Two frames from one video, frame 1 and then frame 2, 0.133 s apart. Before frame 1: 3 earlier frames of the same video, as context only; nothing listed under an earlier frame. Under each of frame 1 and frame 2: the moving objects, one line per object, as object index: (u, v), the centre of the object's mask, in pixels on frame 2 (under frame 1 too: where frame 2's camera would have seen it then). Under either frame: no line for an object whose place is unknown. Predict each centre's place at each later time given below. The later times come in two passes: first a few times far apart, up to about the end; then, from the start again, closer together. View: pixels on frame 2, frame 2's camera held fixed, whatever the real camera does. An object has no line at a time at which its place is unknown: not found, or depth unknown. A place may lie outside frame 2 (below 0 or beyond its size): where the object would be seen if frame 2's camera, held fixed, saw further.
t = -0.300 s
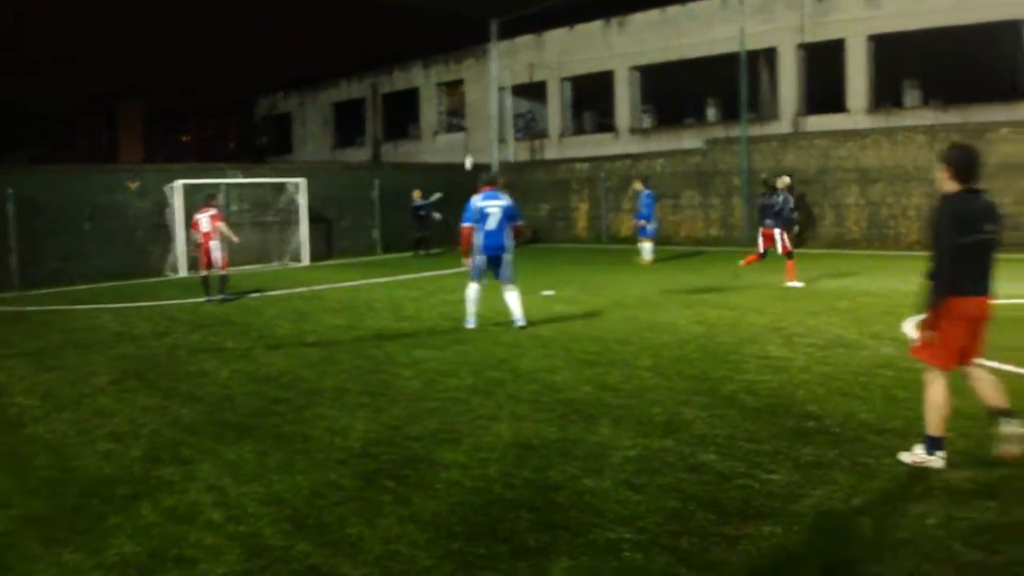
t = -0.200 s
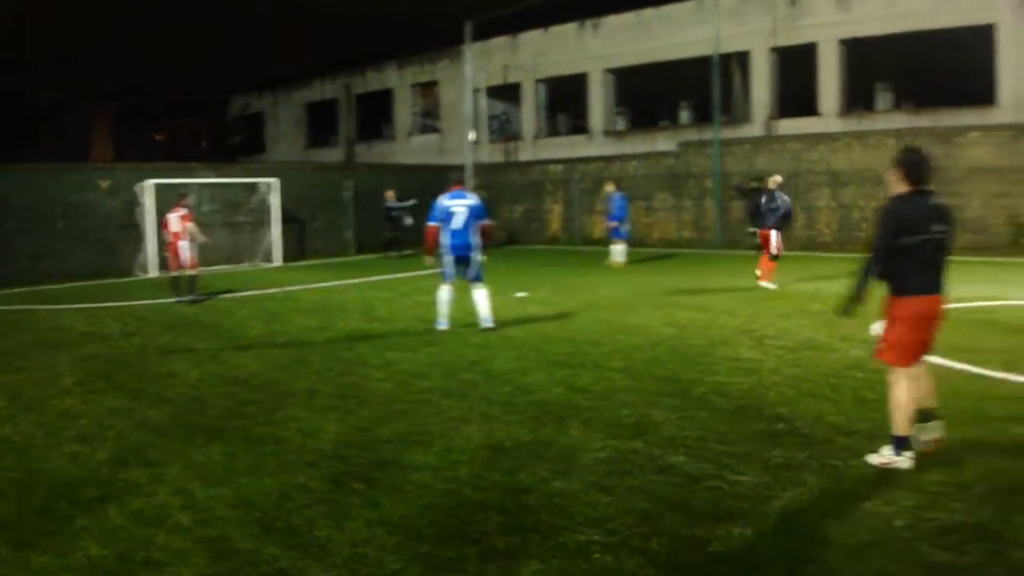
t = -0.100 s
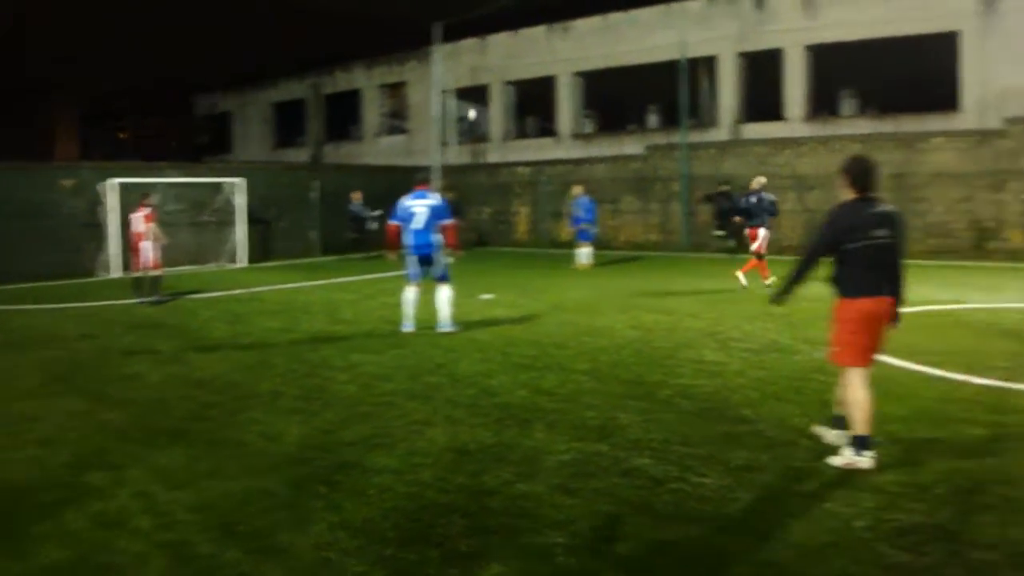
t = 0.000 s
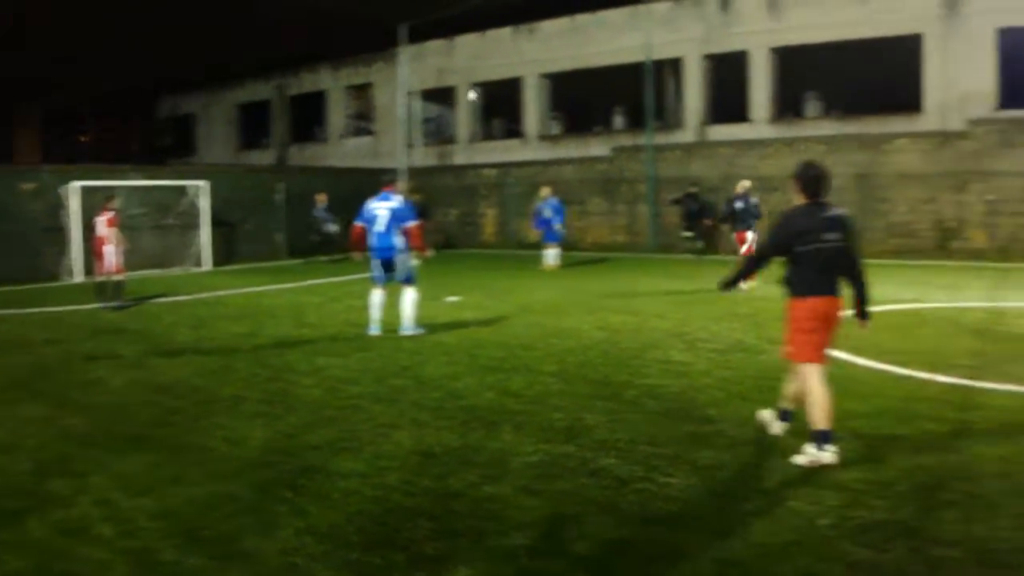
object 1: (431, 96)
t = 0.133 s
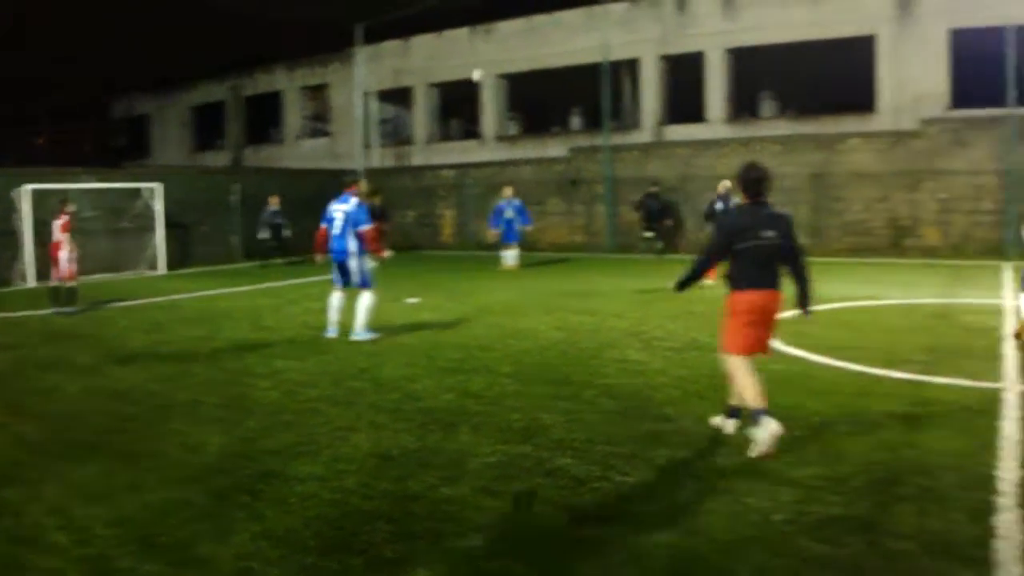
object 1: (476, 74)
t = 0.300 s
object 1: (539, 61)
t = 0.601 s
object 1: (664, 71)
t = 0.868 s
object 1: (797, 135)
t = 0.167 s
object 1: (488, 71)
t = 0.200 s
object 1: (500, 68)
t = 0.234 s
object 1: (513, 65)
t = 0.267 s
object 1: (526, 62)
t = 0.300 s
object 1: (539, 61)
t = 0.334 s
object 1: (553, 59)
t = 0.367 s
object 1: (566, 58)
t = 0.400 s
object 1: (580, 59)
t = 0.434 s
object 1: (594, 60)
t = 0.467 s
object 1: (608, 61)
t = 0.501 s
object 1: (622, 63)
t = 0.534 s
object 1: (637, 65)
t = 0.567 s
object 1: (652, 69)
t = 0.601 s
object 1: (664, 71)
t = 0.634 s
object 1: (682, 78)
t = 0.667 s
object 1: (697, 83)
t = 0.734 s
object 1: (731, 98)
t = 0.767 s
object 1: (745, 106)
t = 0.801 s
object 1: (762, 114)
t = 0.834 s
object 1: (780, 125)
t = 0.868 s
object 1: (797, 135)
